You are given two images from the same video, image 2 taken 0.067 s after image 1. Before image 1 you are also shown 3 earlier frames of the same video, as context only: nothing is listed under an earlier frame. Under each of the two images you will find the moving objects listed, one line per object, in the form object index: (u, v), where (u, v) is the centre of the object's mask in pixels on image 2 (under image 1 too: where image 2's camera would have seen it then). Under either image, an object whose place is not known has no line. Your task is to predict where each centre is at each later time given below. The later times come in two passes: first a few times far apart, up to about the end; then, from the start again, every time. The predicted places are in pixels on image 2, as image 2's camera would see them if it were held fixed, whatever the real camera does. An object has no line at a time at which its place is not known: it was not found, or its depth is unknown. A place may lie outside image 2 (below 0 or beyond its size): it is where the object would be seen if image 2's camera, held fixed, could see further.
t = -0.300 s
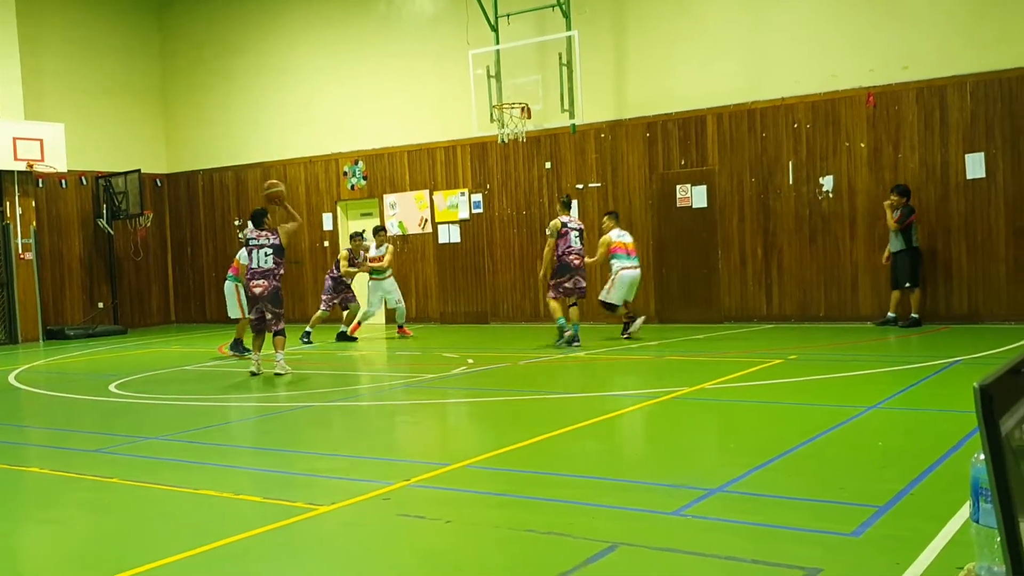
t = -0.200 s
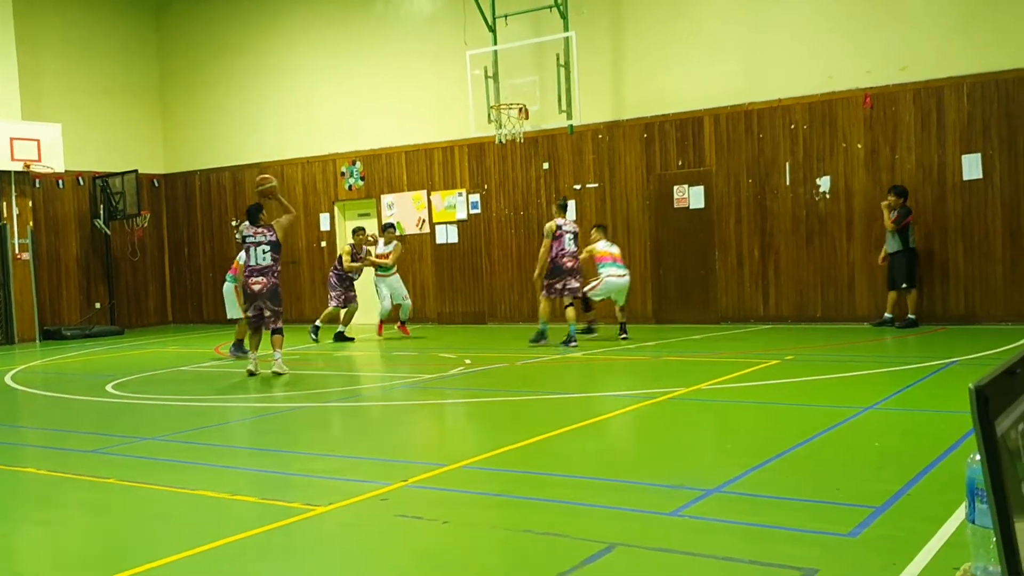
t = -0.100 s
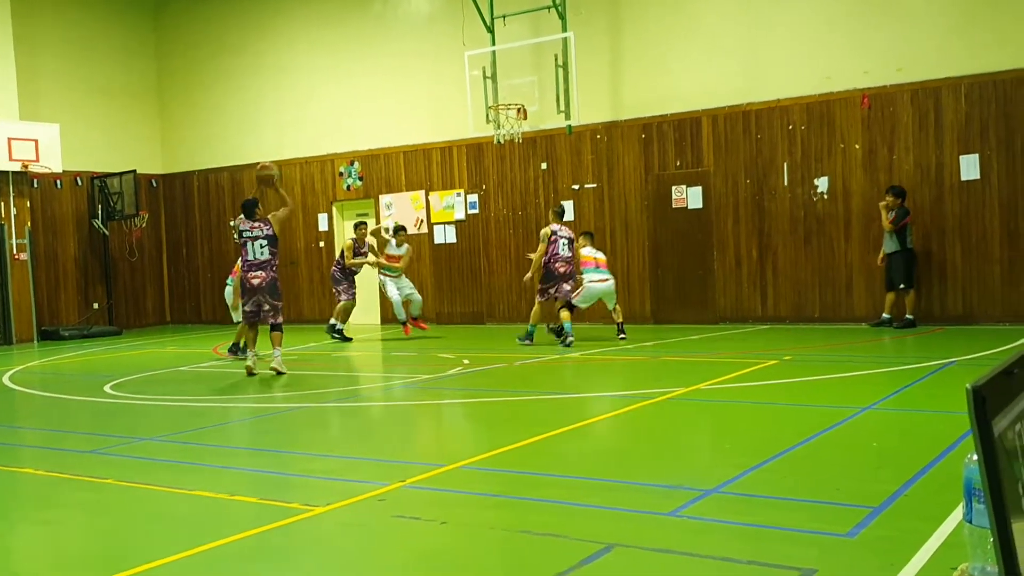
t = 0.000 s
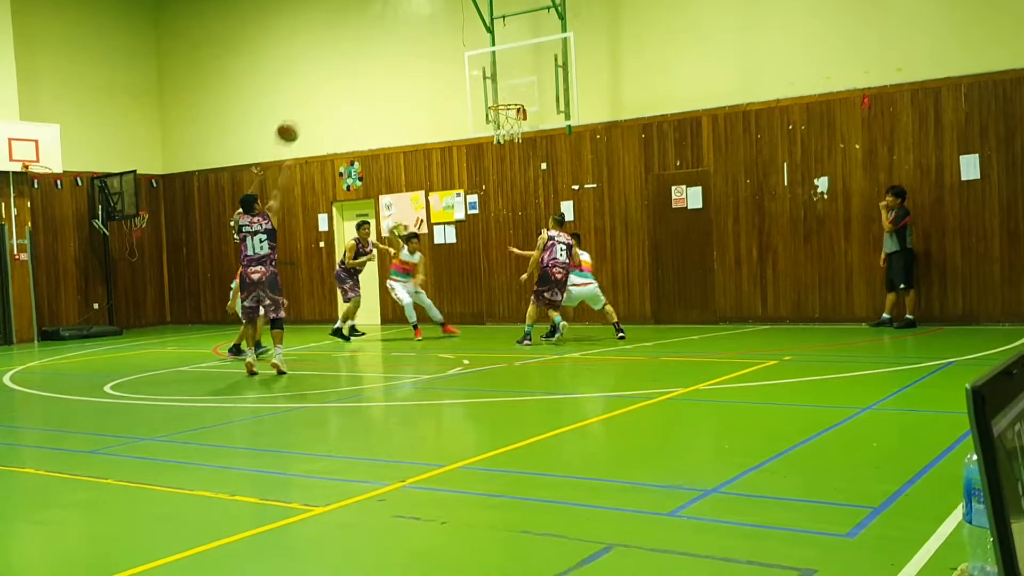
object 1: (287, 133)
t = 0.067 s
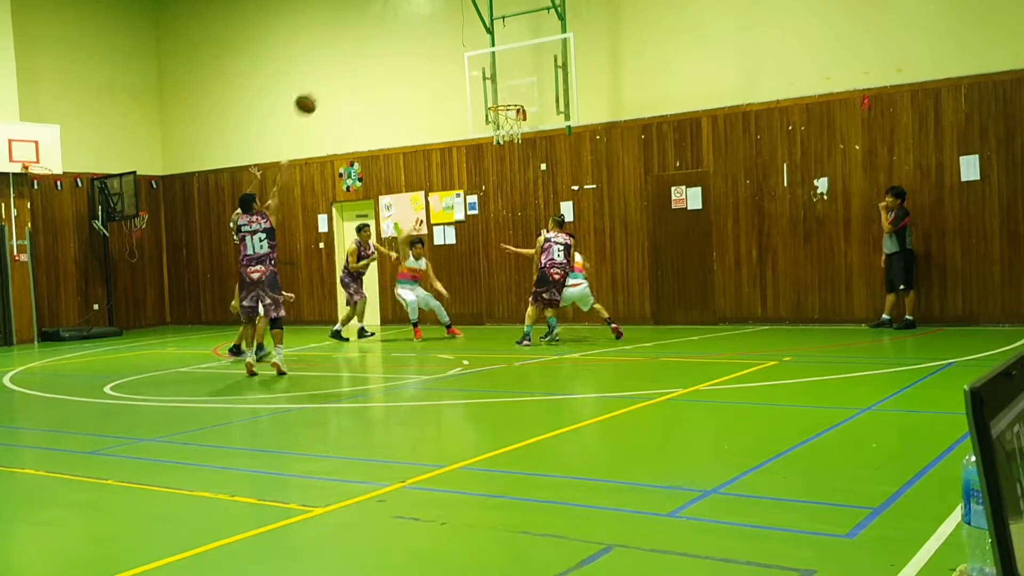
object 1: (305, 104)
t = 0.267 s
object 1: (358, 43)
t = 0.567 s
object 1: (431, 24)
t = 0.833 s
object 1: (488, 66)
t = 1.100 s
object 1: (523, 88)
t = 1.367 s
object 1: (522, 94)
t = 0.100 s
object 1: (315, 91)
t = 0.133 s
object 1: (324, 79)
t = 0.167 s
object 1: (333, 68)
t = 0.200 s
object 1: (342, 58)
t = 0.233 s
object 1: (350, 50)
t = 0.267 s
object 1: (358, 43)
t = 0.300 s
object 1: (367, 36)
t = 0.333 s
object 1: (375, 31)
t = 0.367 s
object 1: (383, 27)
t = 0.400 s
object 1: (392, 24)
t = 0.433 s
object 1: (399, 23)
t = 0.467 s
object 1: (407, 22)
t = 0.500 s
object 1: (415, 22)
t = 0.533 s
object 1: (423, 23)
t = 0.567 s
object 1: (431, 24)
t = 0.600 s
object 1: (439, 26)
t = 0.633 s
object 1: (446, 29)
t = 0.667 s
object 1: (453, 34)
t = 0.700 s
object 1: (461, 39)
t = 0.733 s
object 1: (468, 45)
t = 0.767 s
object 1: (474, 51)
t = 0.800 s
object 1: (481, 58)
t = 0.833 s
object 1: (488, 66)
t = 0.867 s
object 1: (495, 74)
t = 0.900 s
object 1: (501, 83)
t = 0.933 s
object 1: (509, 93)
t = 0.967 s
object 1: (512, 94)
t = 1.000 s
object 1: (515, 91)
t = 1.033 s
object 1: (517, 89)
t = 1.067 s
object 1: (520, 88)
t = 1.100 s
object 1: (523, 88)
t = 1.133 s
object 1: (525, 89)
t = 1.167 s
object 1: (527, 90)
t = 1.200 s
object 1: (528, 90)
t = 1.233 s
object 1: (527, 89)
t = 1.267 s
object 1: (526, 89)
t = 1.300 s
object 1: (524, 90)
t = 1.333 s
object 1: (523, 92)
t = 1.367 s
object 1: (522, 94)
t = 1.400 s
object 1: (521, 95)
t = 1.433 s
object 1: (522, 93)
